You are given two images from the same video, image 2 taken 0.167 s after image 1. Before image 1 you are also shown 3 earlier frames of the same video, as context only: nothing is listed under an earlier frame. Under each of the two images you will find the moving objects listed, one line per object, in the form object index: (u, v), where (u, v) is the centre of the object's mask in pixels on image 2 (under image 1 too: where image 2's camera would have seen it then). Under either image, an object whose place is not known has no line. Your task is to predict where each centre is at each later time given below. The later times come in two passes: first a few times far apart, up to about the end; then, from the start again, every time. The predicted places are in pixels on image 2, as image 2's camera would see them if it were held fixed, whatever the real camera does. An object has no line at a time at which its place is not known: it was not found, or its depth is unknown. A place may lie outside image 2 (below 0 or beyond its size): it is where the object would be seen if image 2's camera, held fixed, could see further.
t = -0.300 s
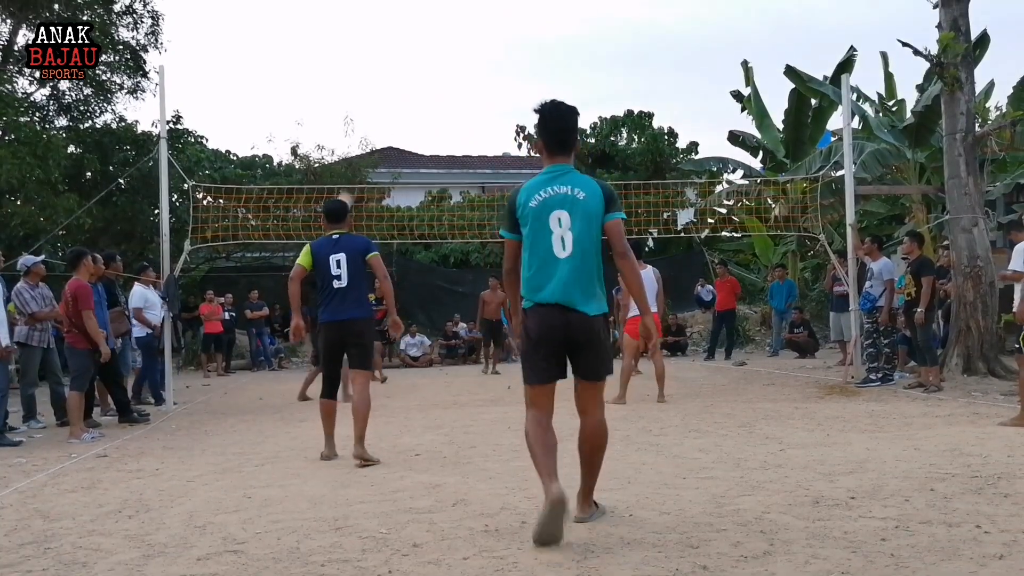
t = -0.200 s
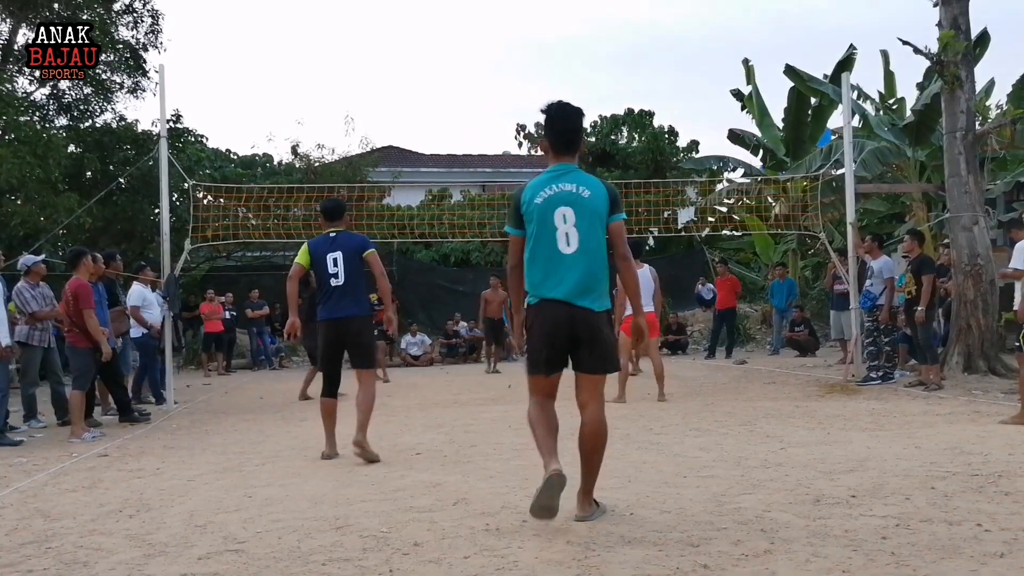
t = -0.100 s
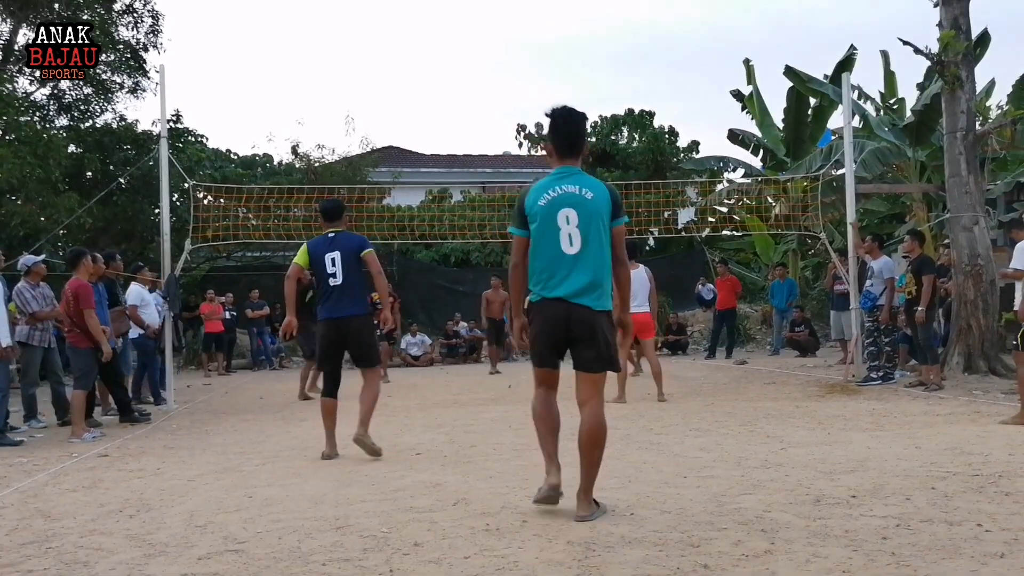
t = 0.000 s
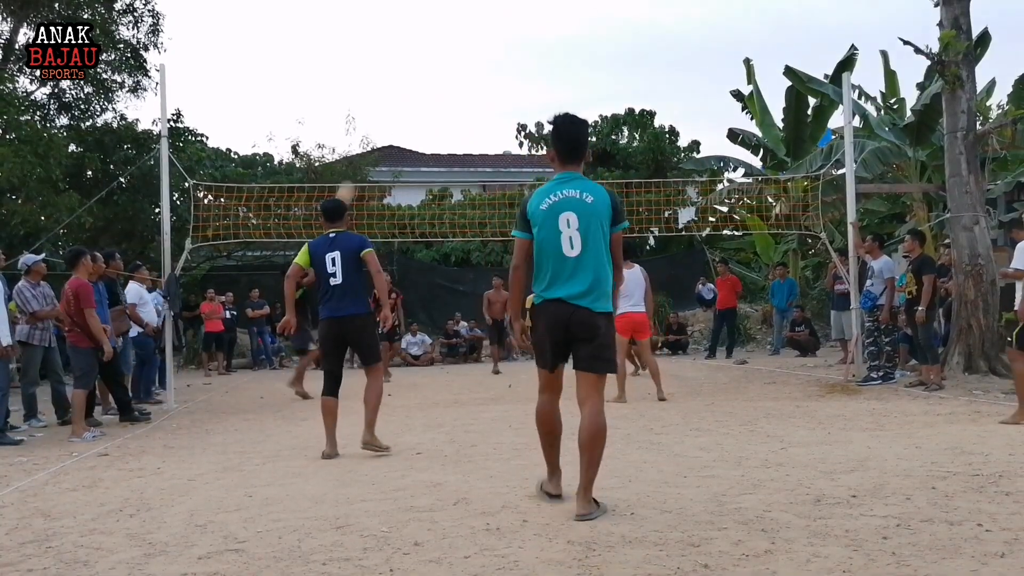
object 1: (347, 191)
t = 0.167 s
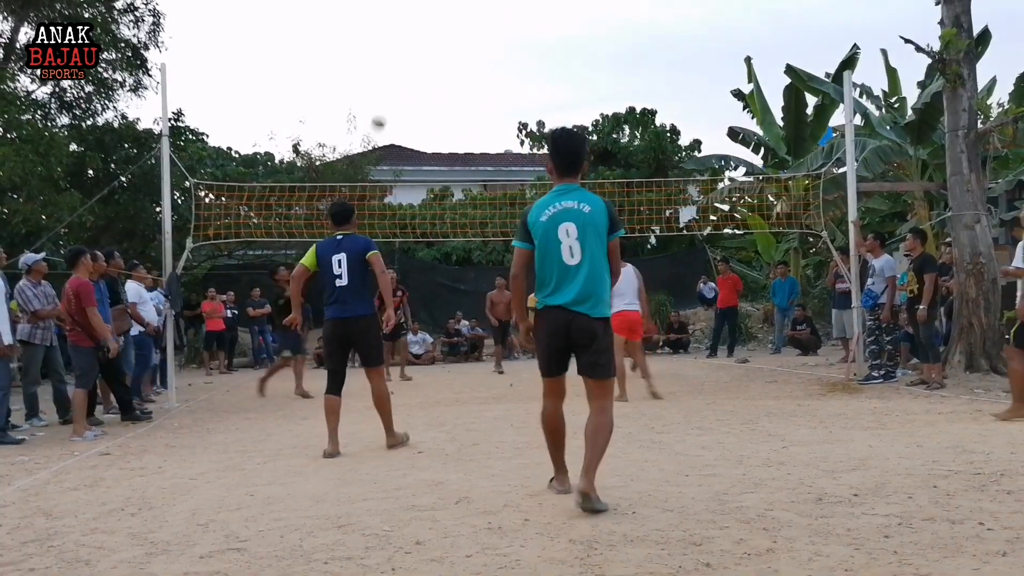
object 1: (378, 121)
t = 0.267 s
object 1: (398, 91)
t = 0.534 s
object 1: (449, 49)
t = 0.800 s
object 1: (500, 64)
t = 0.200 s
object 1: (385, 110)
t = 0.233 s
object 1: (391, 100)
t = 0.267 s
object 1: (398, 91)
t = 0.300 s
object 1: (404, 82)
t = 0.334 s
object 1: (410, 74)
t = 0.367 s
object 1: (417, 68)
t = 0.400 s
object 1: (423, 62)
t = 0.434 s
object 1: (430, 57)
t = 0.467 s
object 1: (436, 54)
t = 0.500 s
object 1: (443, 51)
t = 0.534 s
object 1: (449, 49)
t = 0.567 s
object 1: (455, 47)
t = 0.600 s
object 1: (461, 47)
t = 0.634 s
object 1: (468, 48)
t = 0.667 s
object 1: (474, 49)
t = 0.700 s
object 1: (481, 52)
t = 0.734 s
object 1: (487, 55)
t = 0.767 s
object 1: (494, 59)
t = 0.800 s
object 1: (500, 64)
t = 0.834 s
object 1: (507, 70)
